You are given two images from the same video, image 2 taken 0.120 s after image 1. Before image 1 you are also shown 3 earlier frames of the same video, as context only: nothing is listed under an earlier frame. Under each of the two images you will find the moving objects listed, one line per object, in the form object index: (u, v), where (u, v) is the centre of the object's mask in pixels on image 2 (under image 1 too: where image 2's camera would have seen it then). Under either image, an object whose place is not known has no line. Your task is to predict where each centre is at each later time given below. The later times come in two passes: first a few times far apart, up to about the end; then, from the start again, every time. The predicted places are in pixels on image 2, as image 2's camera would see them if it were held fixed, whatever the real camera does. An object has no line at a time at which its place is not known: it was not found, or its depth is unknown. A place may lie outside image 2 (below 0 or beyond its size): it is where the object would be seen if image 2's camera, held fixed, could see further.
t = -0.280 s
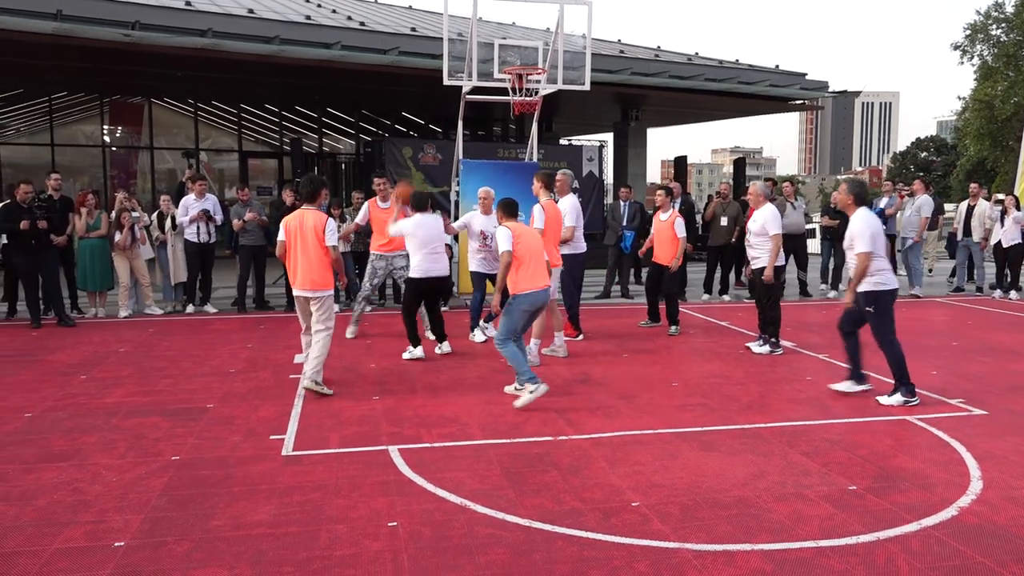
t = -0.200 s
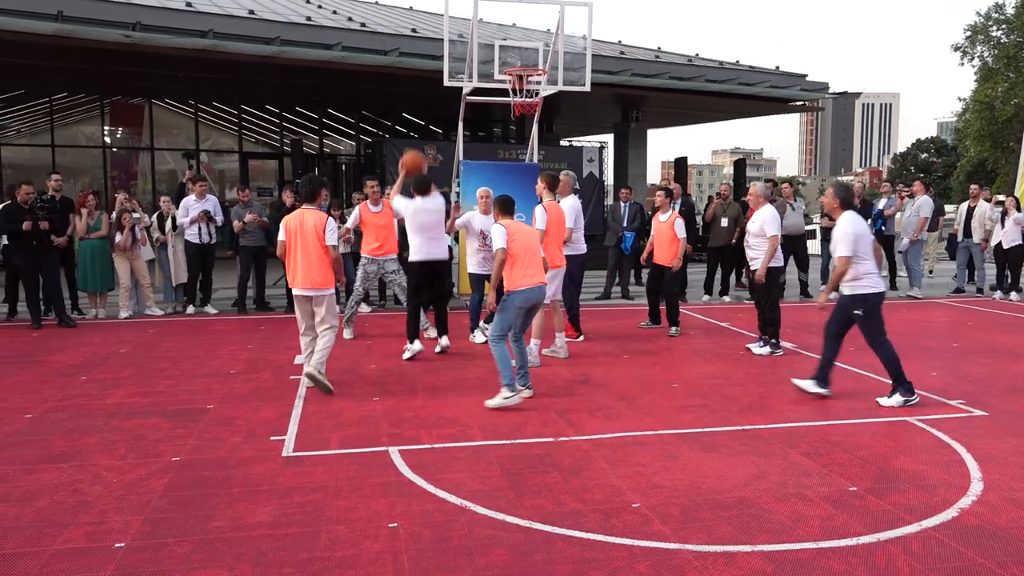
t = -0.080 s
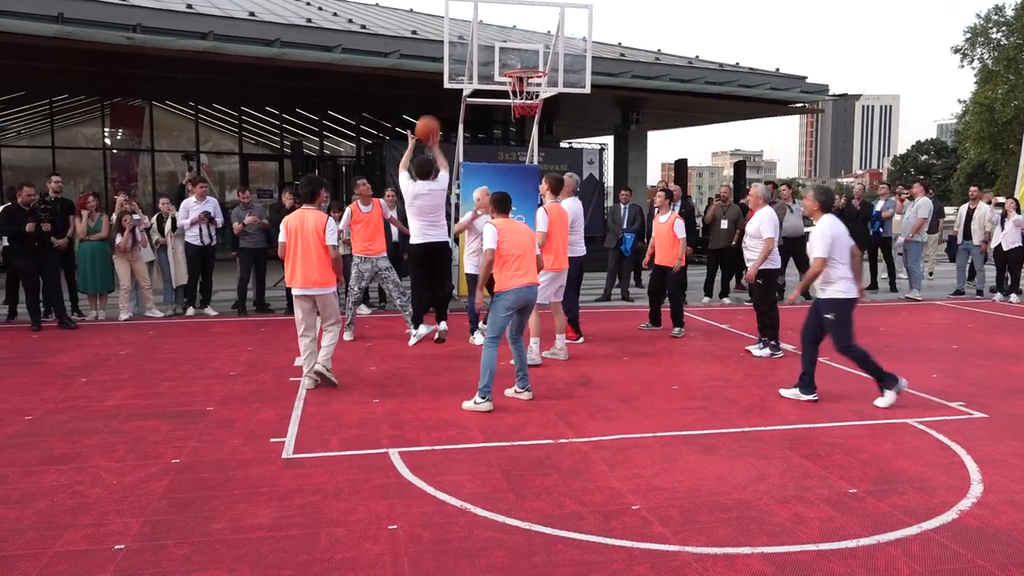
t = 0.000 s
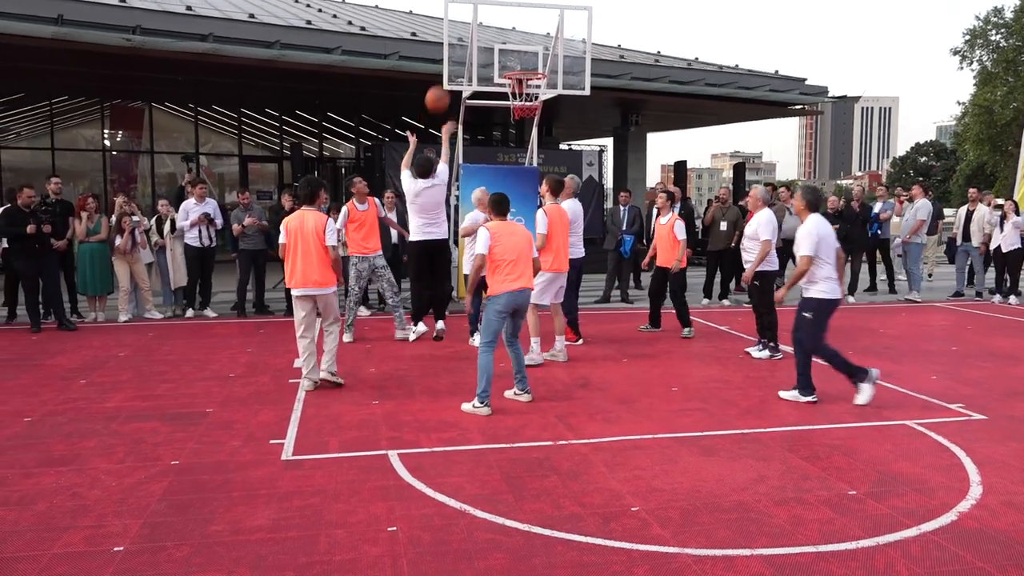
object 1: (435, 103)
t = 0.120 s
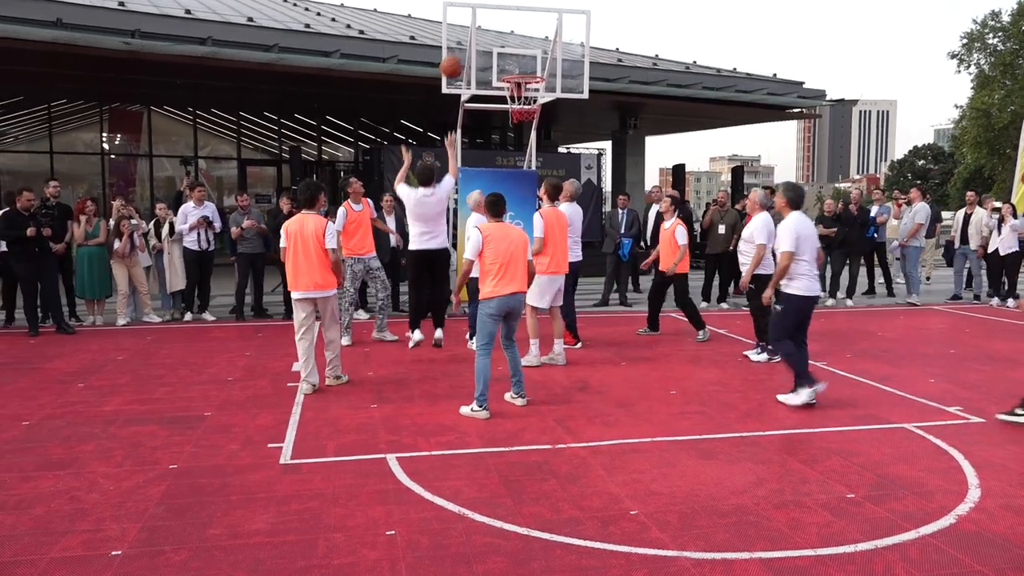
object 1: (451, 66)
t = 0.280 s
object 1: (470, 43)
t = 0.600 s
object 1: (504, 62)
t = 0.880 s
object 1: (527, 67)
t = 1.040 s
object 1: (527, 74)
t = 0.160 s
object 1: (456, 58)
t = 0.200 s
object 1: (461, 51)
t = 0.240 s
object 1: (466, 46)
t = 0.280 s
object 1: (470, 43)
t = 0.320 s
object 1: (475, 41)
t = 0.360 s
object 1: (479, 40)
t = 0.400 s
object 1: (483, 41)
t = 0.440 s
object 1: (487, 43)
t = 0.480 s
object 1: (491, 46)
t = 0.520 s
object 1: (496, 51)
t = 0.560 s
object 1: (499, 56)
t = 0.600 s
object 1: (504, 62)
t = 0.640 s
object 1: (509, 67)
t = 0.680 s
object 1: (512, 68)
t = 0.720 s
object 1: (517, 68)
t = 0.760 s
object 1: (524, 68)
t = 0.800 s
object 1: (527, 69)
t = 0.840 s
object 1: (527, 67)
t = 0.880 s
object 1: (527, 67)
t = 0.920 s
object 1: (527, 67)
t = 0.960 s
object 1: (527, 68)
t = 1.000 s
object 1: (526, 69)
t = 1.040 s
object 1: (527, 74)
